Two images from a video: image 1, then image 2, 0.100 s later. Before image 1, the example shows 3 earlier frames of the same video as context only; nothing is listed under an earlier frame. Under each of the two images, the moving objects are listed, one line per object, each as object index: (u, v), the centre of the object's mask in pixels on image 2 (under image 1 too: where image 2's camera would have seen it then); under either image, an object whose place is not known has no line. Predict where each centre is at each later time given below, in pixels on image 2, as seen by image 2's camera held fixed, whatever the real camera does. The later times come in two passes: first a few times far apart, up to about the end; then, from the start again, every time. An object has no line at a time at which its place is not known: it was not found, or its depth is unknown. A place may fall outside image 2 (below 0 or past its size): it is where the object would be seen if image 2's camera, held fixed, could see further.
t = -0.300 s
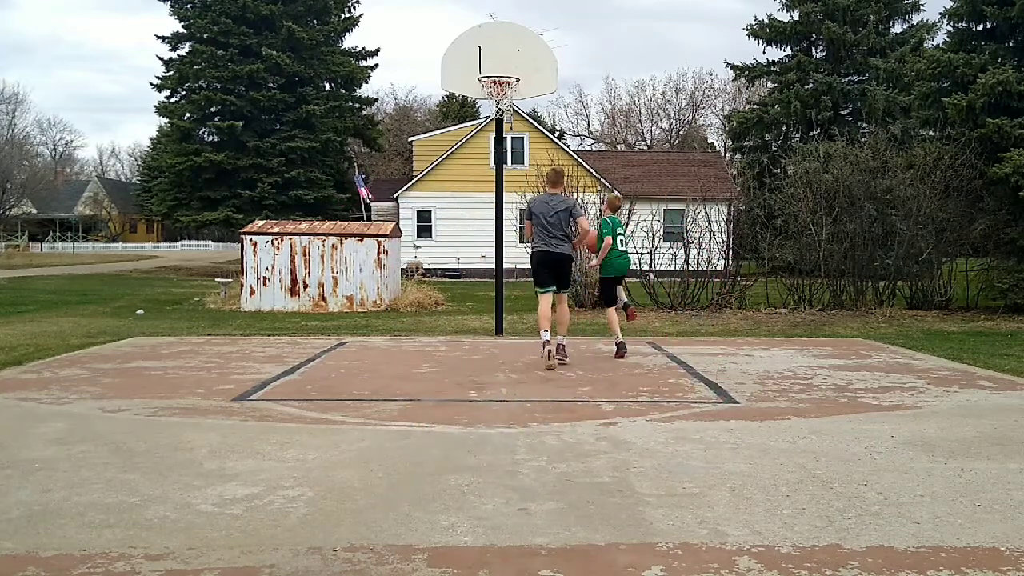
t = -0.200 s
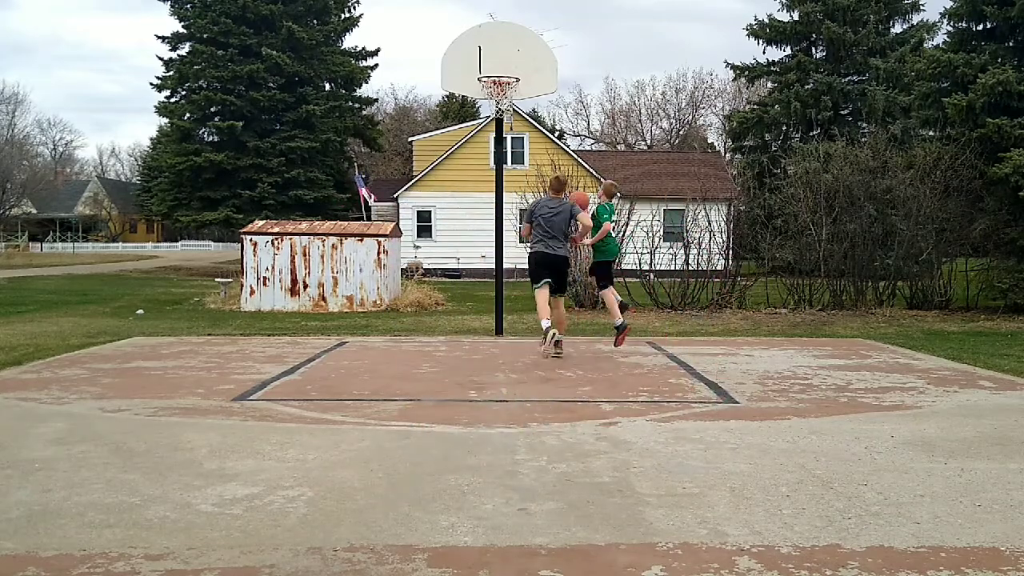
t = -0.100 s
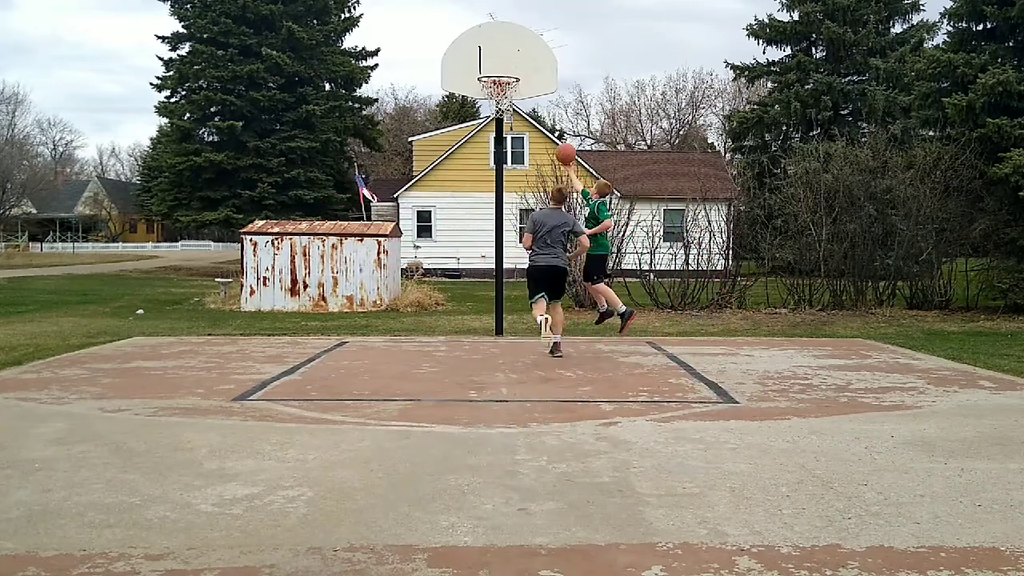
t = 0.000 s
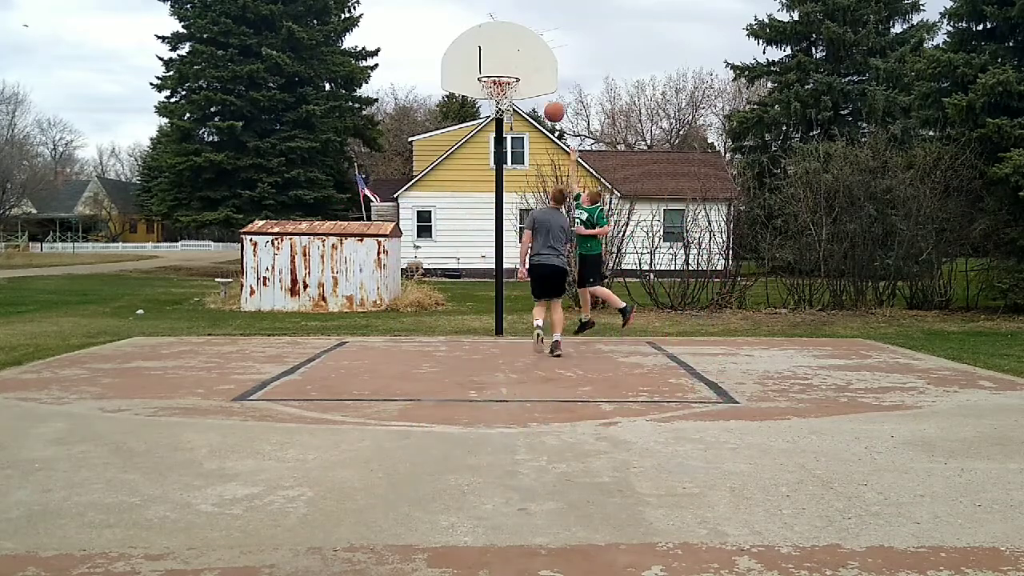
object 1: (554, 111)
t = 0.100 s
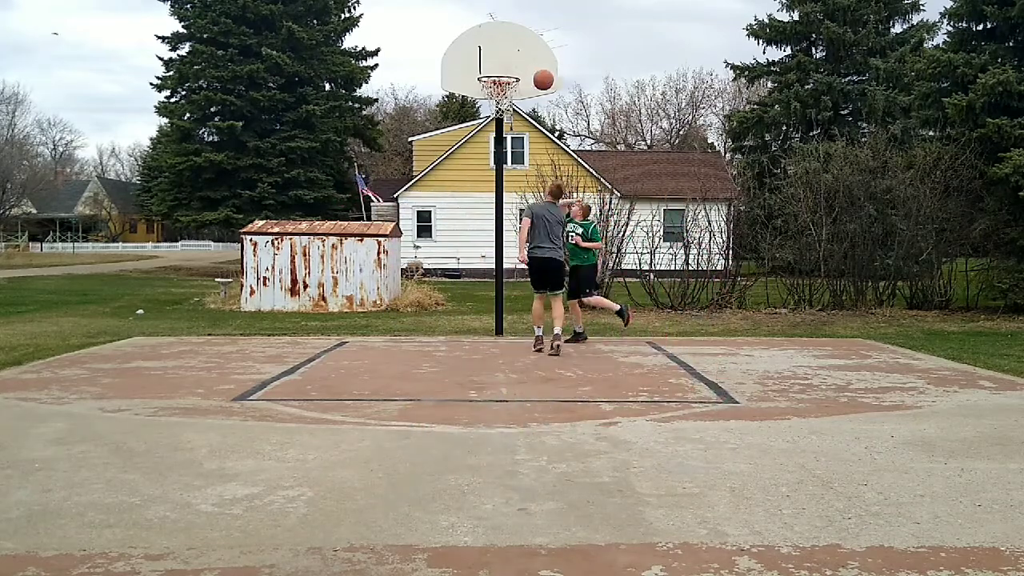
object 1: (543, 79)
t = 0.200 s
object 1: (532, 56)
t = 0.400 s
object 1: (514, 34)
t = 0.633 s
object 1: (498, 47)
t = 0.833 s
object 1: (503, 80)
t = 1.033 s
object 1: (512, 105)
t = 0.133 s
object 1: (540, 70)
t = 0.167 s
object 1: (536, 63)
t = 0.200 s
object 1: (532, 56)
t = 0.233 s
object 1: (529, 50)
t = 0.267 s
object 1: (525, 45)
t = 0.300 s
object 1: (522, 41)
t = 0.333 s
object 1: (519, 38)
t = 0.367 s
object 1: (517, 35)
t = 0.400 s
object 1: (514, 34)
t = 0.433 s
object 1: (512, 32)
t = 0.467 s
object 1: (510, 33)
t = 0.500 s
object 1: (507, 33)
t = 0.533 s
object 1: (505, 35)
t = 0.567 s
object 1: (503, 38)
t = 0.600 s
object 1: (500, 42)
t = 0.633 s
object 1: (498, 47)
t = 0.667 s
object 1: (496, 53)
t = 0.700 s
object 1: (493, 60)
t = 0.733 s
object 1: (491, 67)
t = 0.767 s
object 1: (491, 72)
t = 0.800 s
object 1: (497, 75)
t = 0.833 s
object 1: (503, 80)
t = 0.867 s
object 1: (508, 86)
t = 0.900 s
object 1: (512, 90)
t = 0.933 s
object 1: (515, 94)
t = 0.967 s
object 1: (513, 97)
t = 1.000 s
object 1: (513, 100)
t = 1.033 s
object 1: (512, 105)
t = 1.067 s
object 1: (511, 109)
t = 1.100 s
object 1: (510, 114)
